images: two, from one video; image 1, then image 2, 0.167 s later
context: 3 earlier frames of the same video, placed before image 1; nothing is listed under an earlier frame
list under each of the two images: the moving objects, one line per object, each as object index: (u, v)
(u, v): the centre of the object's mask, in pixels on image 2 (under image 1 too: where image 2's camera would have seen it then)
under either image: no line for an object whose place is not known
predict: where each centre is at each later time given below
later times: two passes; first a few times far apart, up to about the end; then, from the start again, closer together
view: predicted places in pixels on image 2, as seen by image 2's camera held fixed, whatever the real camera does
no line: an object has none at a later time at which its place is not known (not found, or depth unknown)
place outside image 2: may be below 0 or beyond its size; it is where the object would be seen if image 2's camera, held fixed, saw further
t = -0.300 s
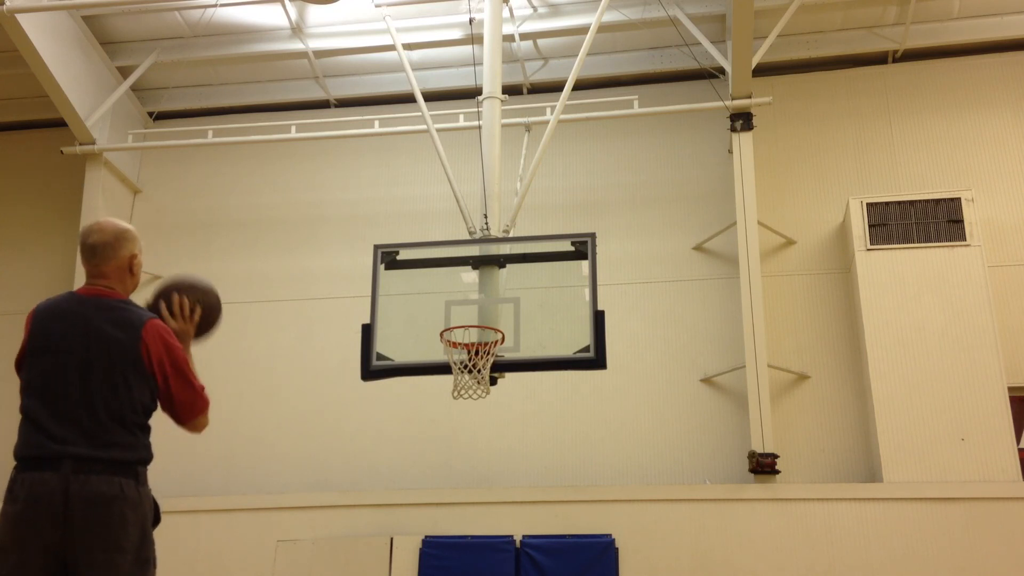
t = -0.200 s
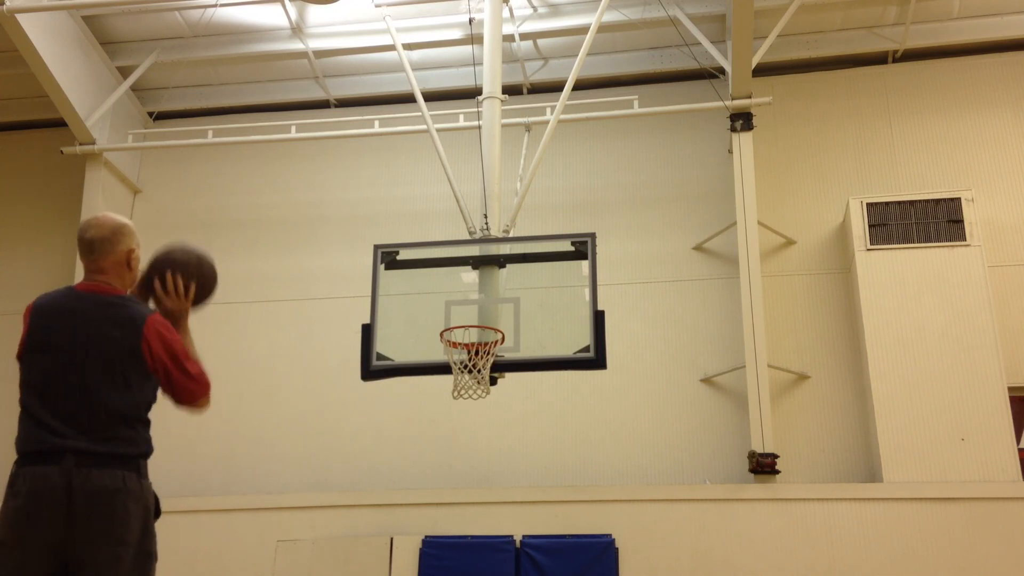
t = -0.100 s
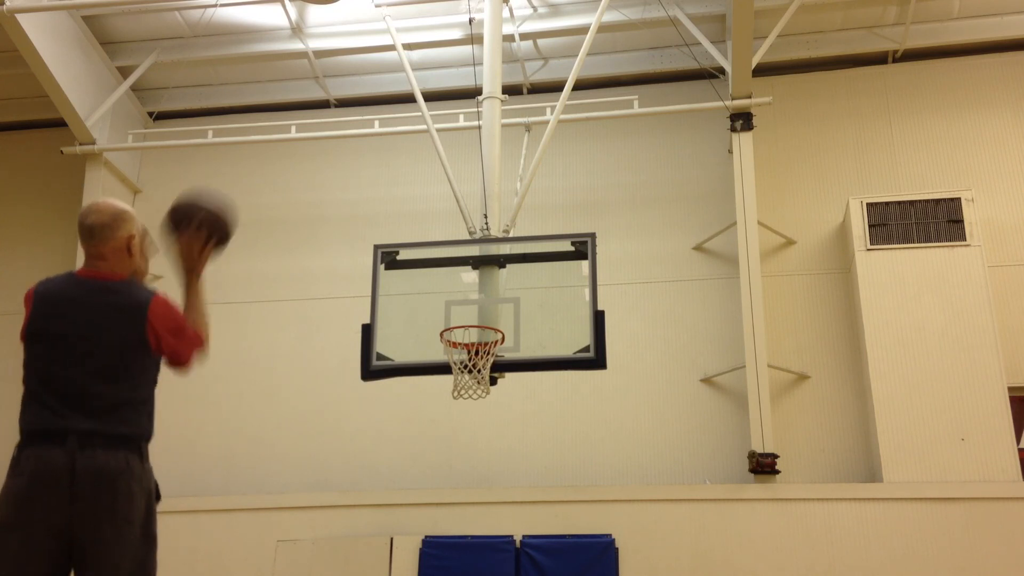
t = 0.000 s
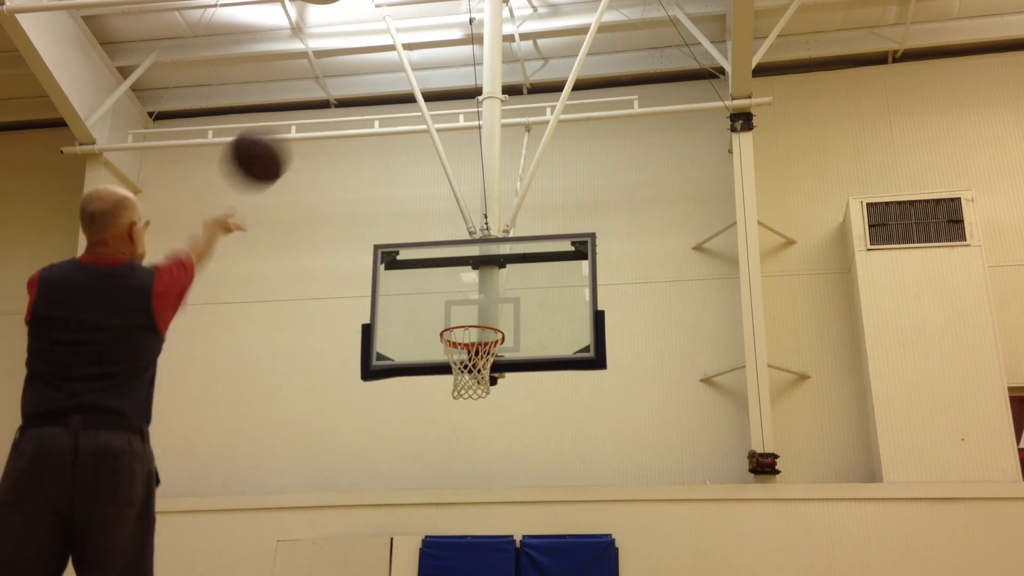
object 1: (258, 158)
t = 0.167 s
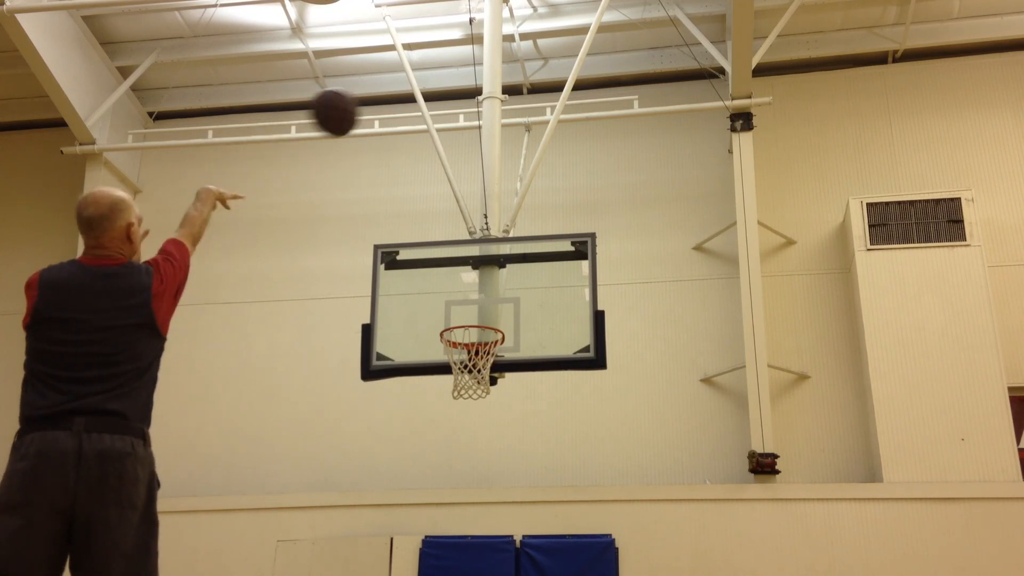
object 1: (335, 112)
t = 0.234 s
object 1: (358, 109)
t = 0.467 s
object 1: (420, 151)
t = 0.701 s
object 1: (461, 243)
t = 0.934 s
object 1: (481, 332)
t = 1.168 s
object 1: (437, 320)
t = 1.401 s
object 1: (399, 352)
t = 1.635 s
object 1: (354, 457)
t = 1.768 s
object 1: (323, 557)
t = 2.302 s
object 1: (246, 556)
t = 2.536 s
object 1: (219, 527)
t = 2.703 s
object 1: (193, 557)
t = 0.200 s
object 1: (347, 110)
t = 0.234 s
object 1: (358, 109)
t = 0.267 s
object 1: (369, 111)
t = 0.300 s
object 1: (378, 115)
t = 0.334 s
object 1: (387, 118)
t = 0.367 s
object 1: (397, 124)
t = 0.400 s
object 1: (405, 133)
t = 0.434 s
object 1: (413, 141)
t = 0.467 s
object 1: (420, 151)
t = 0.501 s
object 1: (427, 161)
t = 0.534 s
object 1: (433, 172)
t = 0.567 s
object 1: (440, 185)
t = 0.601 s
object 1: (446, 198)
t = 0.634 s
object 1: (451, 213)
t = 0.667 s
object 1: (457, 229)
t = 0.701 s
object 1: (461, 243)
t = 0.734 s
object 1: (468, 262)
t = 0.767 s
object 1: (474, 281)
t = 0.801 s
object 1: (478, 300)
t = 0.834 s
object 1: (483, 315)
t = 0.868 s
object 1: (484, 322)
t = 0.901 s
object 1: (485, 330)
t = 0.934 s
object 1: (481, 332)
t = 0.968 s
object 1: (473, 333)
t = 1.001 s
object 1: (465, 330)
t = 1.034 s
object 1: (460, 326)
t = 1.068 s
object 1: (454, 322)
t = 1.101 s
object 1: (449, 320)
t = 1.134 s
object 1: (443, 319)
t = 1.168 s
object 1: (437, 320)
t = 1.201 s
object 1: (432, 321)
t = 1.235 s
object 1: (427, 323)
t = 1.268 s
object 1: (421, 326)
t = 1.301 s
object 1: (416, 331)
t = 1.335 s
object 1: (410, 337)
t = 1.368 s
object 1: (405, 343)
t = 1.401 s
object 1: (399, 352)
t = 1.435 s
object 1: (393, 363)
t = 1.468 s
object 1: (387, 376)
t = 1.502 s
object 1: (380, 390)
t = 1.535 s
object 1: (374, 404)
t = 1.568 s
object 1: (367, 419)
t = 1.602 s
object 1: (361, 438)
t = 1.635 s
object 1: (354, 457)
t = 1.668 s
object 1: (347, 479)
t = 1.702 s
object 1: (339, 503)
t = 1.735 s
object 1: (329, 537)
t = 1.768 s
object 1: (323, 557)
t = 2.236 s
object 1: (252, 569)
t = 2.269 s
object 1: (249, 561)
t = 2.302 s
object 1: (246, 556)
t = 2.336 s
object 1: (242, 547)
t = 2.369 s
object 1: (239, 540)
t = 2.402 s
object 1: (236, 534)
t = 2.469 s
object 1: (228, 527)
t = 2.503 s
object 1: (223, 528)
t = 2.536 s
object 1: (219, 527)
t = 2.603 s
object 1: (209, 535)
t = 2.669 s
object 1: (199, 549)
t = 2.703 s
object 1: (193, 557)
